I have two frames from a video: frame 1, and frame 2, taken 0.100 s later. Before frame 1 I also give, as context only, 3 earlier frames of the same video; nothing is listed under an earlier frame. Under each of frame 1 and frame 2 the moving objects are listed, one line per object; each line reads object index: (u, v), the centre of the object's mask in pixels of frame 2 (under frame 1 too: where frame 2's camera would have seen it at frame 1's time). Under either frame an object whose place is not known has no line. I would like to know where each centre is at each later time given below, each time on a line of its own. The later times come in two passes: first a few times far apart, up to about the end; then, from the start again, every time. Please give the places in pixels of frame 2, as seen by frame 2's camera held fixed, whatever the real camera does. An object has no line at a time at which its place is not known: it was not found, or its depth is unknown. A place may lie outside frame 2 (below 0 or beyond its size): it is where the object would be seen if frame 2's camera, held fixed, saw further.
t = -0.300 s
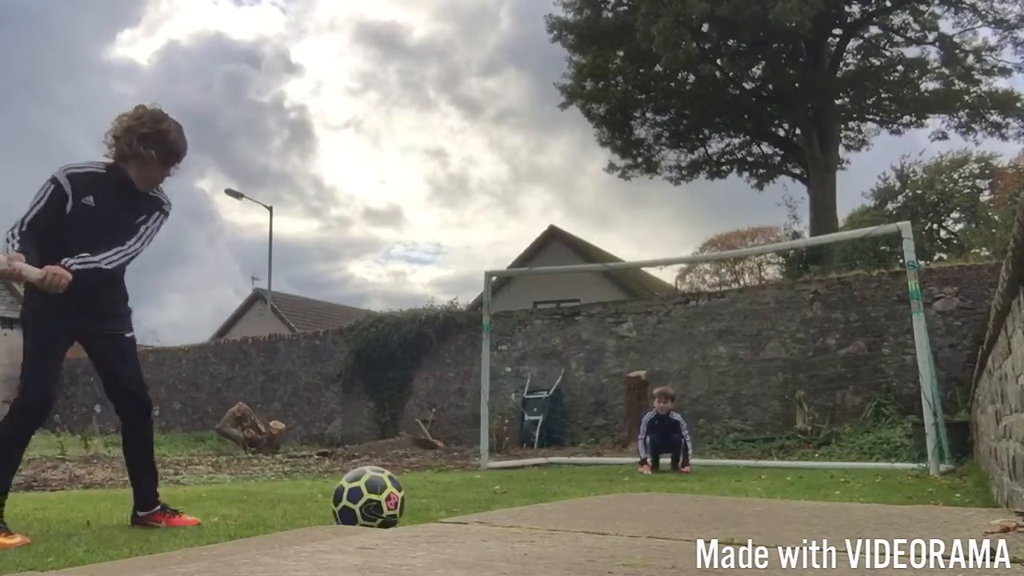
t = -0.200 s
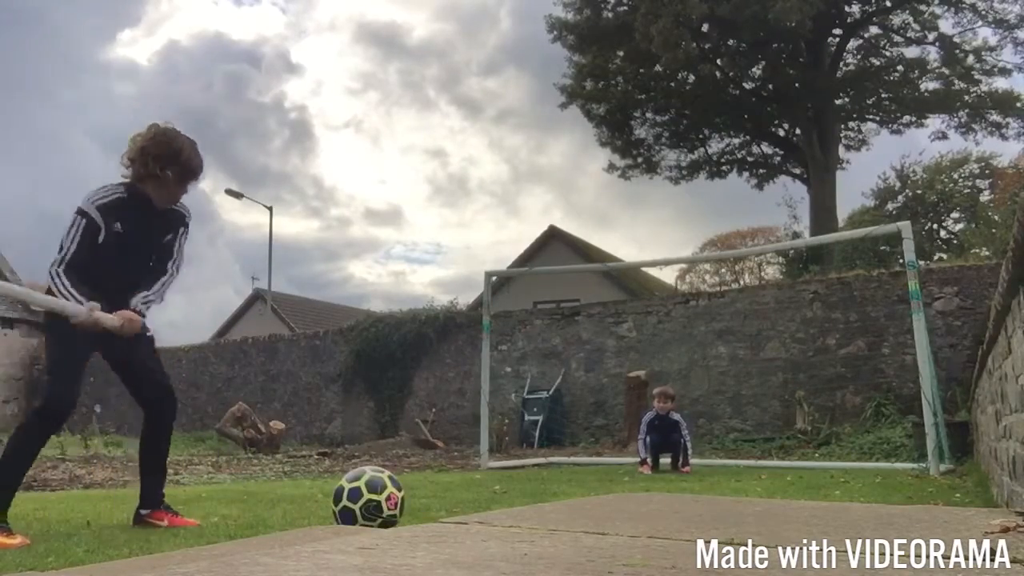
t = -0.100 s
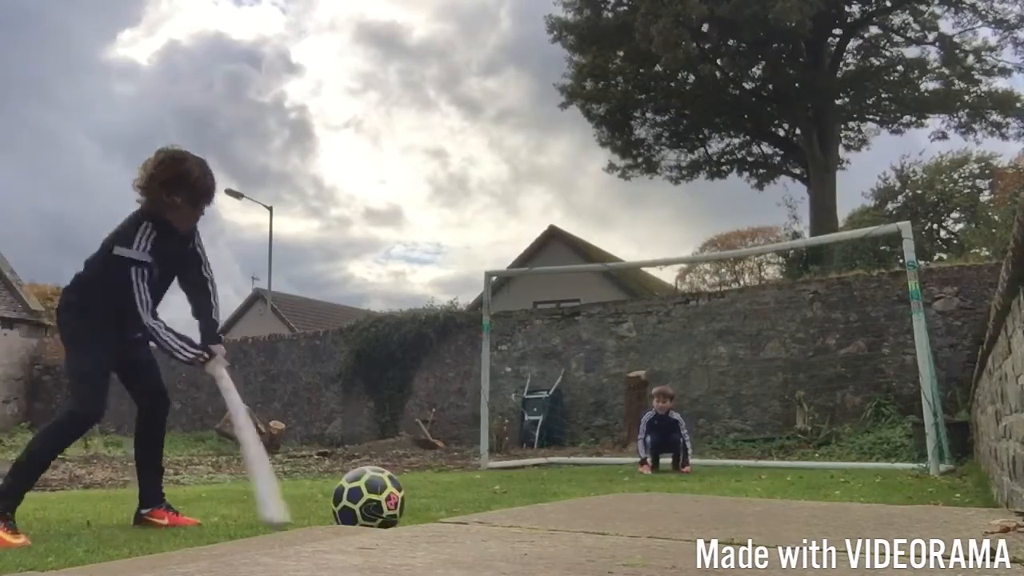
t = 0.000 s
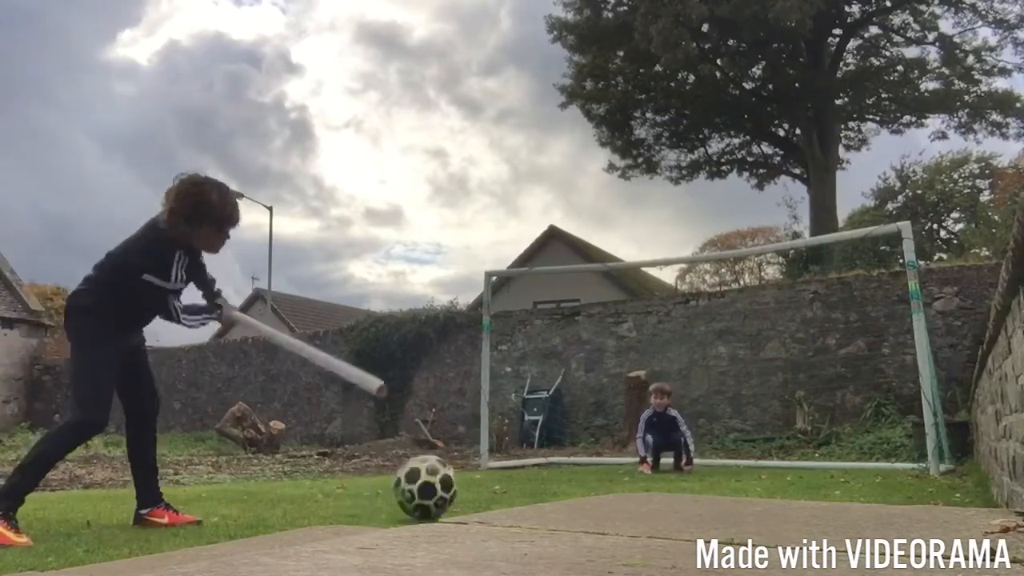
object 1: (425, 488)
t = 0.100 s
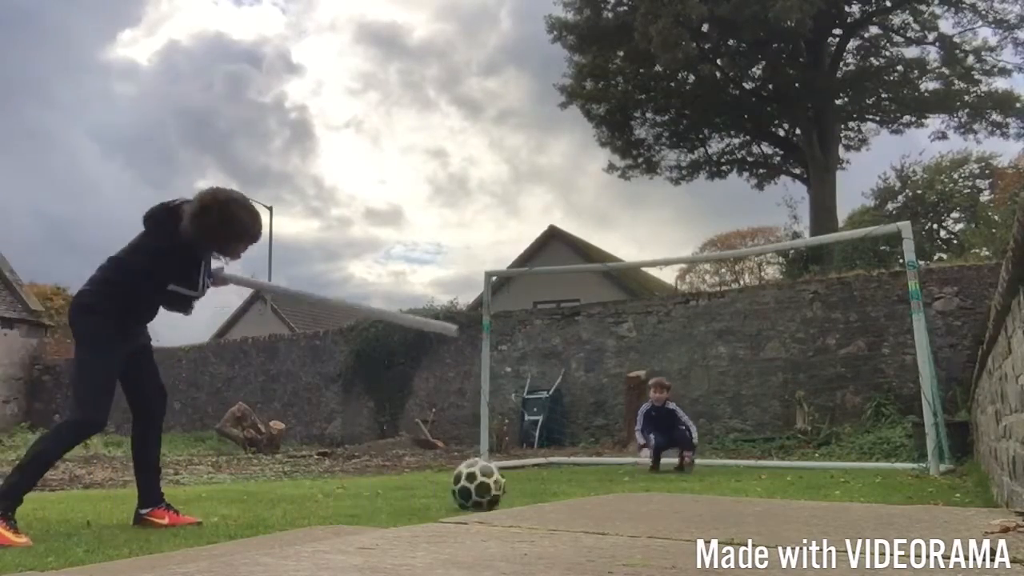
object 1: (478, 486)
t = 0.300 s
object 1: (545, 473)
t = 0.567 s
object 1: (599, 463)
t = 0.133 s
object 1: (492, 481)
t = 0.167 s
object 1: (504, 478)
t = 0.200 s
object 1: (515, 476)
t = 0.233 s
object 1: (526, 476)
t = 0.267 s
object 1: (536, 477)
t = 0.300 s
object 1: (545, 473)
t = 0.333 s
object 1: (554, 471)
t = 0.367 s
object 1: (561, 470)
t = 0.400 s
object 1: (568, 471)
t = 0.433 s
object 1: (575, 469)
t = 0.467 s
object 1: (582, 469)
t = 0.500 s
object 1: (588, 470)
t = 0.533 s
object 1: (593, 467)
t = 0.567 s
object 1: (599, 463)
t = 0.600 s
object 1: (605, 461)
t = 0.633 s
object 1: (610, 462)
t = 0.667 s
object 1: (614, 464)
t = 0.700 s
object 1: (618, 467)
